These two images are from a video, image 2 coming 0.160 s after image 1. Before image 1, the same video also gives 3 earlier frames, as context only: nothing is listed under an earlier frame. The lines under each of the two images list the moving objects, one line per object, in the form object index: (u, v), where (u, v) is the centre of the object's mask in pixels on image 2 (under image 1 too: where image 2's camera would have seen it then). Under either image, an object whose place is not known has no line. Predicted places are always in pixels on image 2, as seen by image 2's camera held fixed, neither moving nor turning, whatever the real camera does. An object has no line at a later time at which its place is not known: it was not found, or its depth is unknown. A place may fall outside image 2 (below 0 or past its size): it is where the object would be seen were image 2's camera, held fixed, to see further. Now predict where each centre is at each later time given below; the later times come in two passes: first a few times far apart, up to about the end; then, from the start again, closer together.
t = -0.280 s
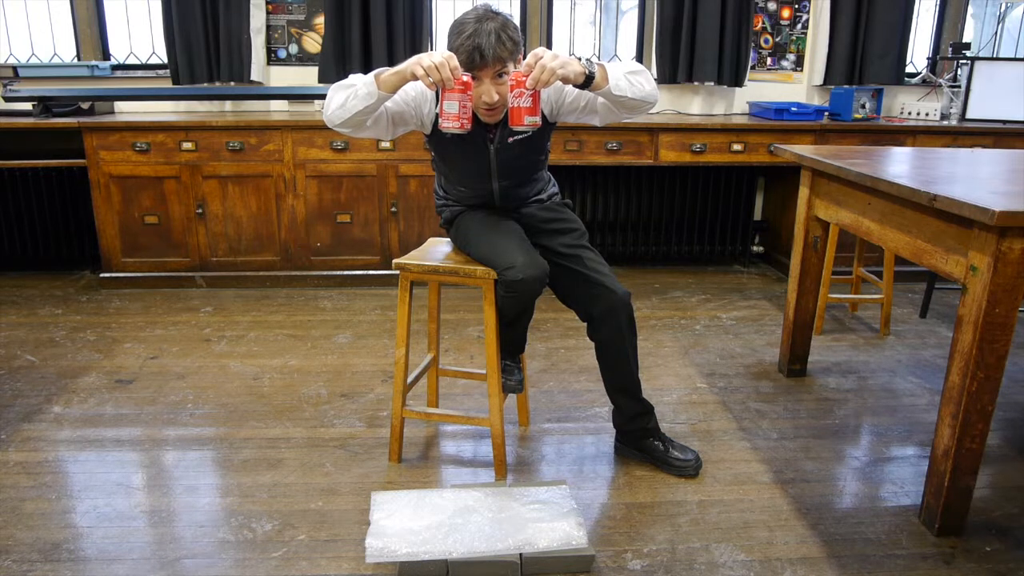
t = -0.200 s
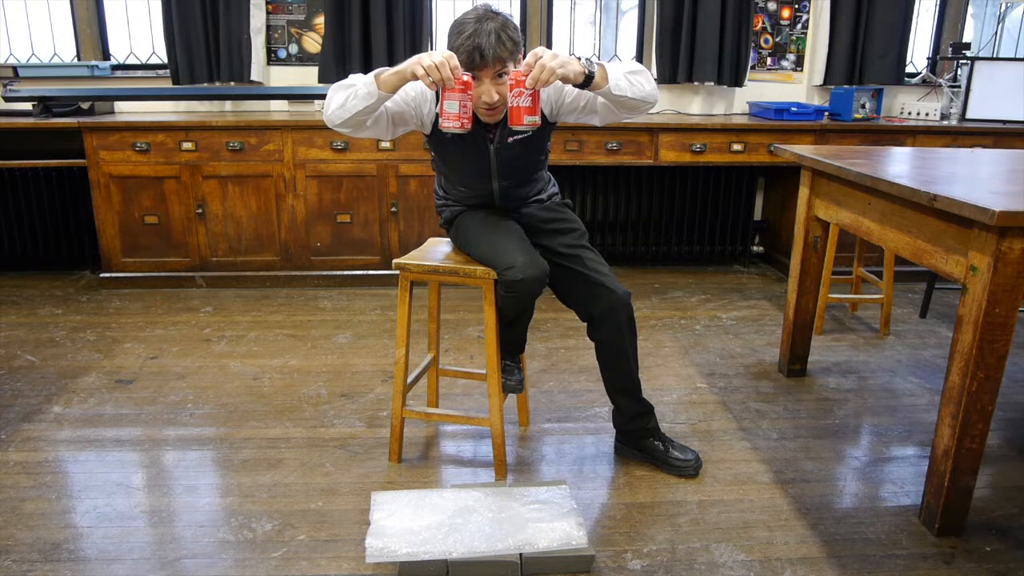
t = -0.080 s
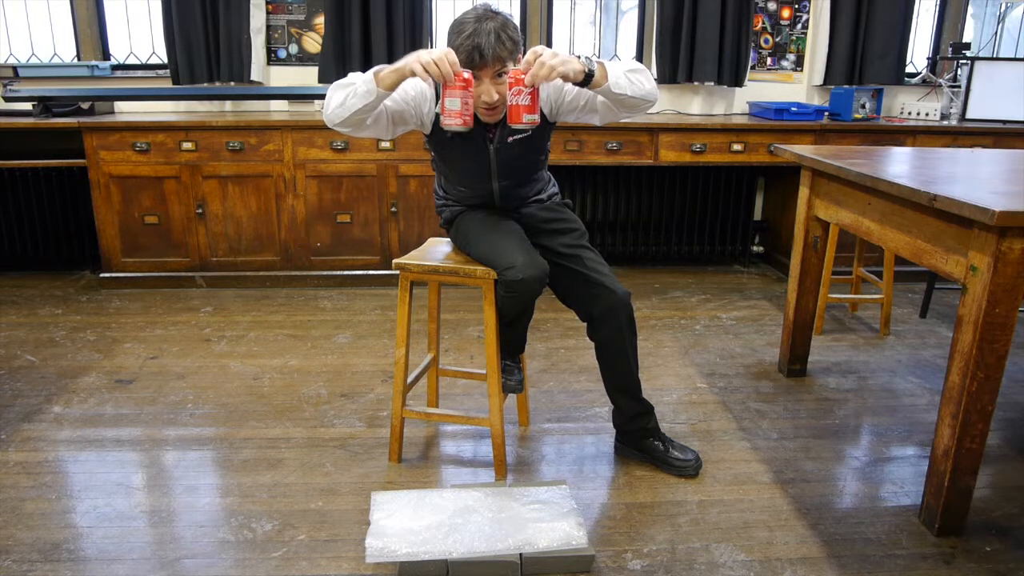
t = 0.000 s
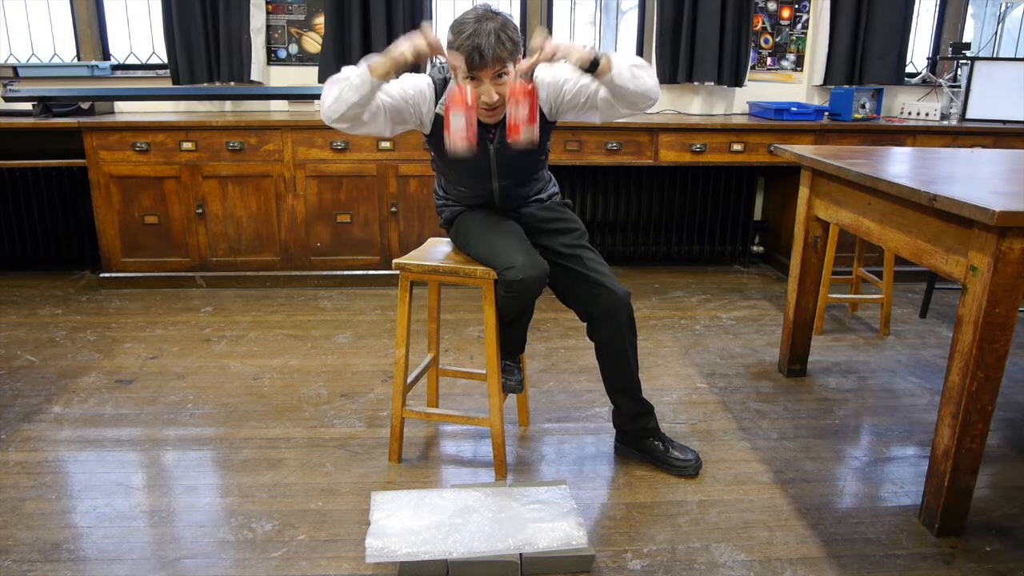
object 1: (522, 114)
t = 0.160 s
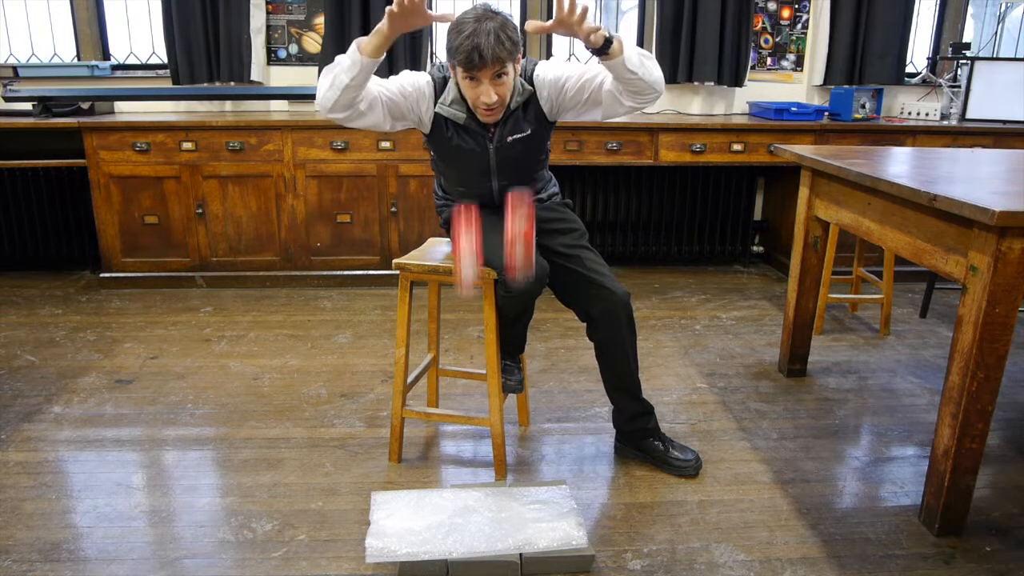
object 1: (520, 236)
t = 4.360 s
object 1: (395, 526)
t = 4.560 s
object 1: (395, 526)
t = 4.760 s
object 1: (395, 526)
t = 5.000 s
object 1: (395, 526)
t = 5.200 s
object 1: (395, 526)
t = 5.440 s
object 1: (394, 526)
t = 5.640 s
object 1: (394, 526)
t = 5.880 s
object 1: (394, 526)
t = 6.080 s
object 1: (395, 526)
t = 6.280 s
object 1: (394, 526)
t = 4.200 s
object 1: (395, 526)
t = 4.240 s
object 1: (395, 526)
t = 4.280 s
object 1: (395, 526)
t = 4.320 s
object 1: (395, 526)
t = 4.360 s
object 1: (395, 526)
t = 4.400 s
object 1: (395, 526)
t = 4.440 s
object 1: (395, 526)
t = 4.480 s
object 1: (395, 526)
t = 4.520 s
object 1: (395, 526)
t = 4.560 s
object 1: (395, 526)
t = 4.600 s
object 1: (395, 526)
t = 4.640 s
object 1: (395, 526)
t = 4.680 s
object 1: (395, 526)
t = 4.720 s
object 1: (395, 526)
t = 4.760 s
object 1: (395, 526)
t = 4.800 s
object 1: (395, 526)
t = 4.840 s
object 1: (395, 526)
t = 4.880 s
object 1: (395, 526)
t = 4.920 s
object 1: (395, 526)
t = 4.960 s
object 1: (395, 526)
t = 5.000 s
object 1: (395, 526)
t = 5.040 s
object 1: (395, 526)
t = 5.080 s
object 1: (395, 526)
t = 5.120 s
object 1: (395, 526)
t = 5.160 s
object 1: (395, 526)
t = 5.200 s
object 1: (395, 526)
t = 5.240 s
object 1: (394, 526)
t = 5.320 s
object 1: (394, 526)
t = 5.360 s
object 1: (394, 526)
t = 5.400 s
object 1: (394, 526)
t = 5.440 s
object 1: (394, 526)
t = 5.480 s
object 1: (394, 526)
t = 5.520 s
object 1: (394, 526)
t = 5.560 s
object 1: (394, 526)
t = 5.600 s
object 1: (394, 526)
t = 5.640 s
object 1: (394, 526)
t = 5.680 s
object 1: (394, 526)
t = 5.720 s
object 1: (394, 526)
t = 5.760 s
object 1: (394, 526)
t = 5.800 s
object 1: (394, 526)
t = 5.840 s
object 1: (394, 526)
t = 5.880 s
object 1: (394, 526)
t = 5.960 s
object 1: (394, 526)
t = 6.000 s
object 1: (394, 526)
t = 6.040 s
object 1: (394, 526)
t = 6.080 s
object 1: (395, 526)
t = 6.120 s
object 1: (394, 526)
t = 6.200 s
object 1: (395, 526)
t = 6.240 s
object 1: (394, 526)
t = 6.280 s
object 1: (394, 526)
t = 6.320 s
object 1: (394, 526)
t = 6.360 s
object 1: (394, 526)
